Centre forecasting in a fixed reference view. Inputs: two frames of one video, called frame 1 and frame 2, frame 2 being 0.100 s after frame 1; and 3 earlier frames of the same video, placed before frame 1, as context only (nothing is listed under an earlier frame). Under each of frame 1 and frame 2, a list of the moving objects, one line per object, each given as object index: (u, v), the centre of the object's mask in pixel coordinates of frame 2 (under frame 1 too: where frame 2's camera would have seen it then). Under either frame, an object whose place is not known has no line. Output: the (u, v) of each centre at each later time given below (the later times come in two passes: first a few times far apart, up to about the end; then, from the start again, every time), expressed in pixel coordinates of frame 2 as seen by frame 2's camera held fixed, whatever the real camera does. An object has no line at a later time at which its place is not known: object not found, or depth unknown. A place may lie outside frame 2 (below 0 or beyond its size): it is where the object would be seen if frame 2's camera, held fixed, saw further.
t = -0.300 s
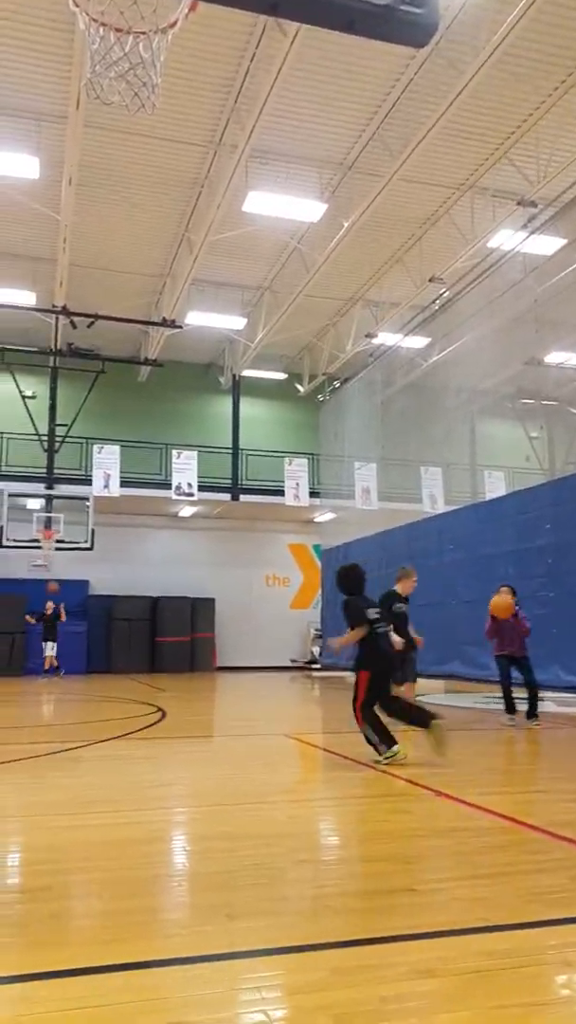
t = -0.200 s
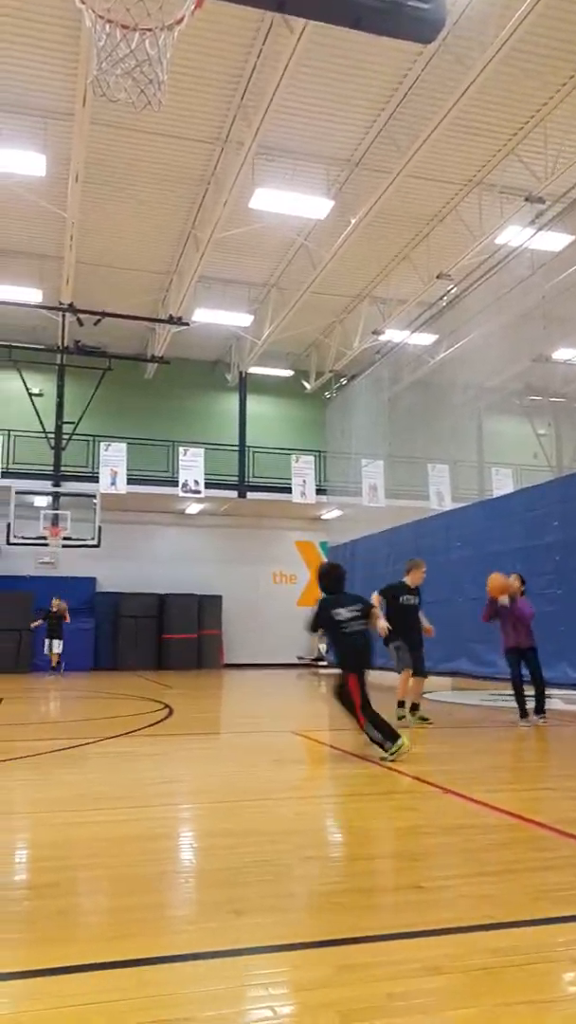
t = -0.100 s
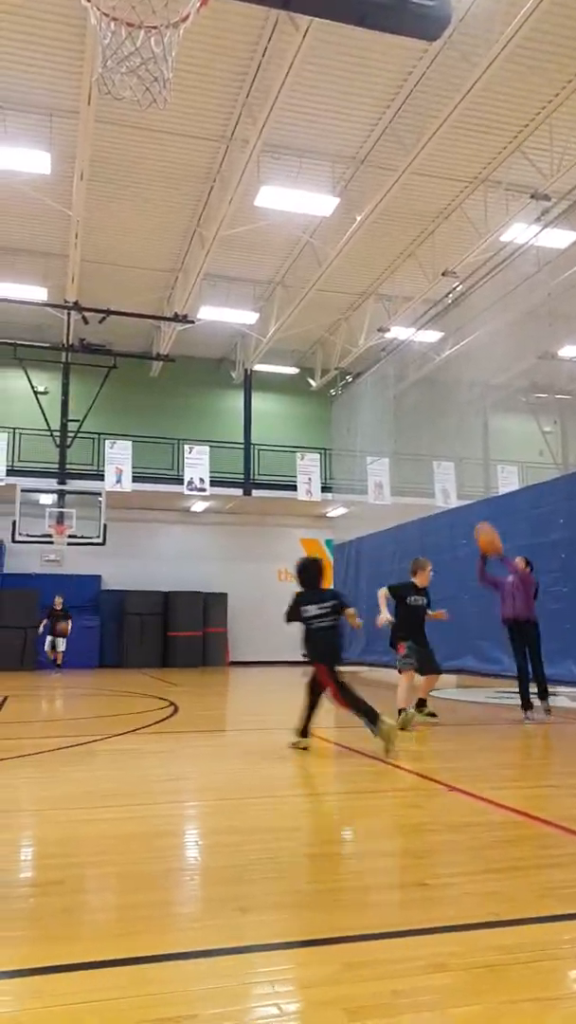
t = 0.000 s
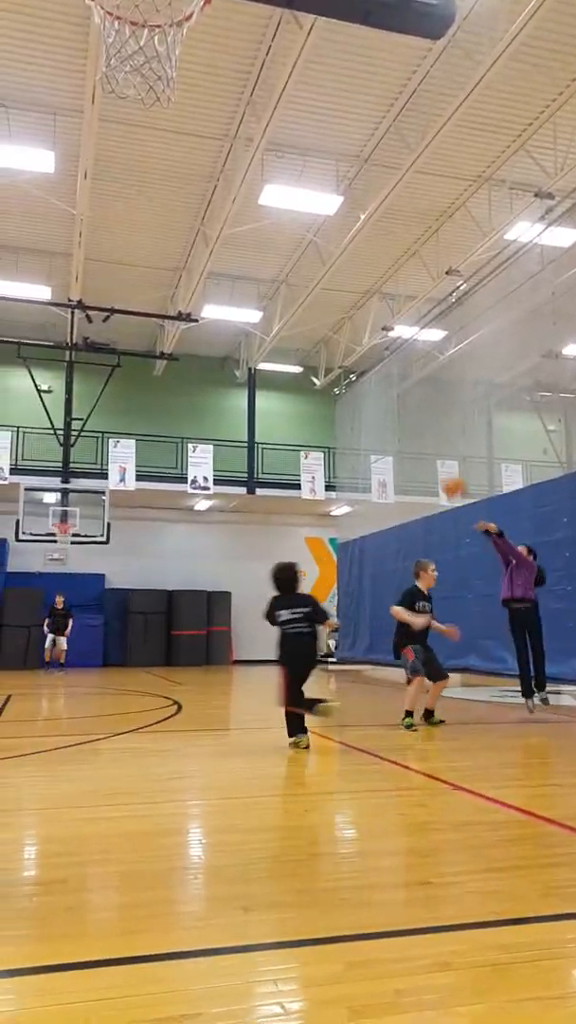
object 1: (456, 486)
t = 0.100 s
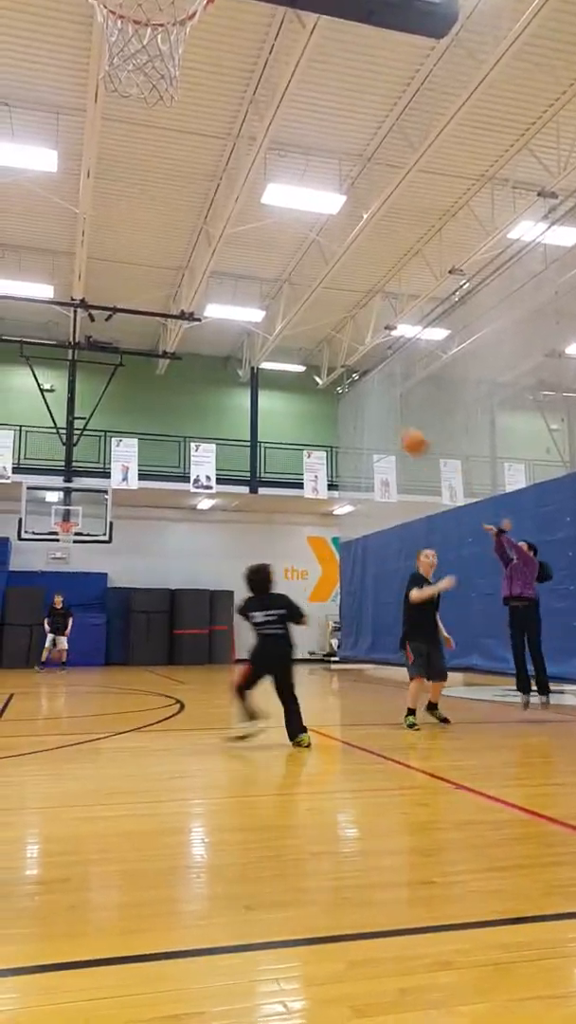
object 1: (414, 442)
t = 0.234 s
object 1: (359, 399)
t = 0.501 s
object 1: (234, 371)
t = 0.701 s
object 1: (125, 406)
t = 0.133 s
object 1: (401, 430)
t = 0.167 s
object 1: (387, 418)
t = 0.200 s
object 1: (374, 408)
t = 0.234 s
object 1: (359, 399)
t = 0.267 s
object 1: (345, 392)
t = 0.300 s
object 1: (331, 385)
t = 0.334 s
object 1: (315, 380)
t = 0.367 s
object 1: (302, 376)
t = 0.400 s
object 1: (284, 374)
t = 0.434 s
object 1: (268, 371)
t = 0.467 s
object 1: (251, 371)
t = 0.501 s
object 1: (234, 371)
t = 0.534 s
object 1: (218, 373)
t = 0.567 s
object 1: (201, 377)
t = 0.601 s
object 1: (182, 382)
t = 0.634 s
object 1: (164, 389)
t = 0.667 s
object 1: (145, 397)
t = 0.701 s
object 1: (125, 406)
